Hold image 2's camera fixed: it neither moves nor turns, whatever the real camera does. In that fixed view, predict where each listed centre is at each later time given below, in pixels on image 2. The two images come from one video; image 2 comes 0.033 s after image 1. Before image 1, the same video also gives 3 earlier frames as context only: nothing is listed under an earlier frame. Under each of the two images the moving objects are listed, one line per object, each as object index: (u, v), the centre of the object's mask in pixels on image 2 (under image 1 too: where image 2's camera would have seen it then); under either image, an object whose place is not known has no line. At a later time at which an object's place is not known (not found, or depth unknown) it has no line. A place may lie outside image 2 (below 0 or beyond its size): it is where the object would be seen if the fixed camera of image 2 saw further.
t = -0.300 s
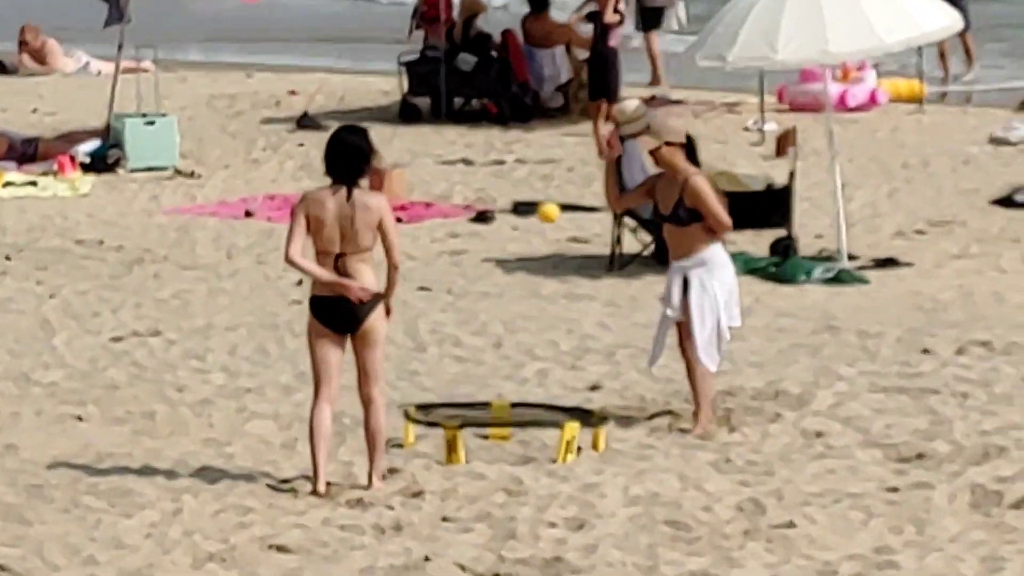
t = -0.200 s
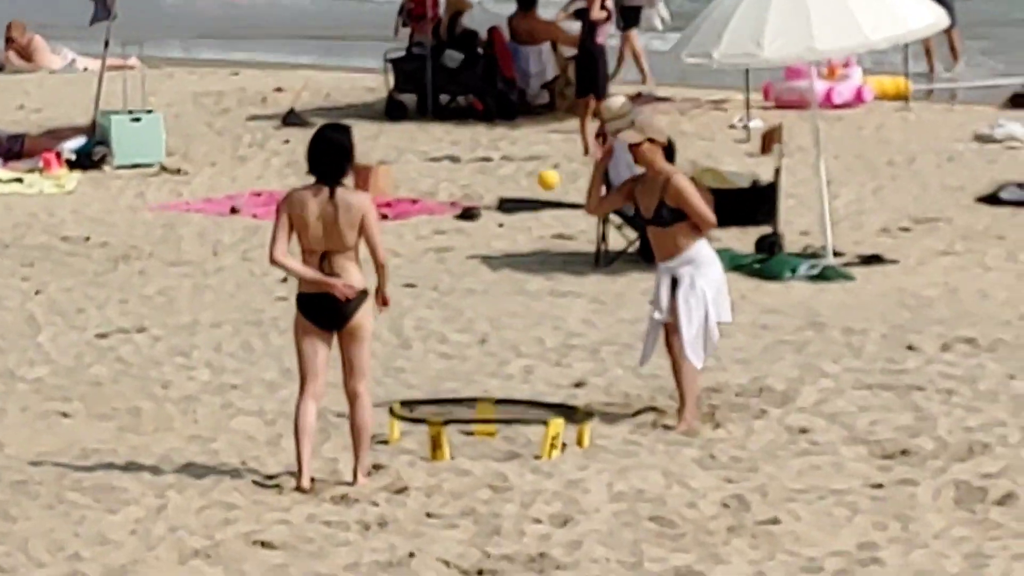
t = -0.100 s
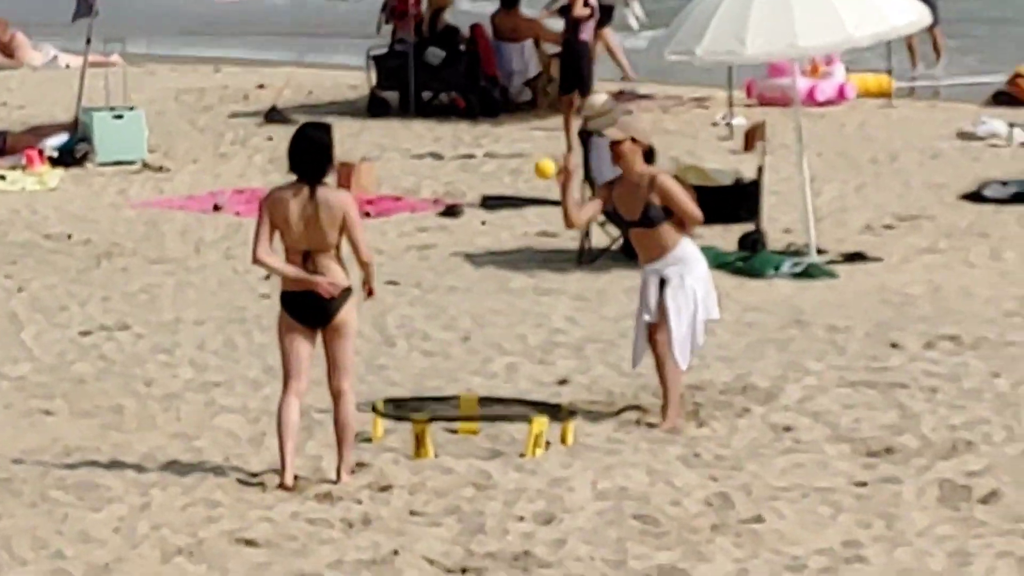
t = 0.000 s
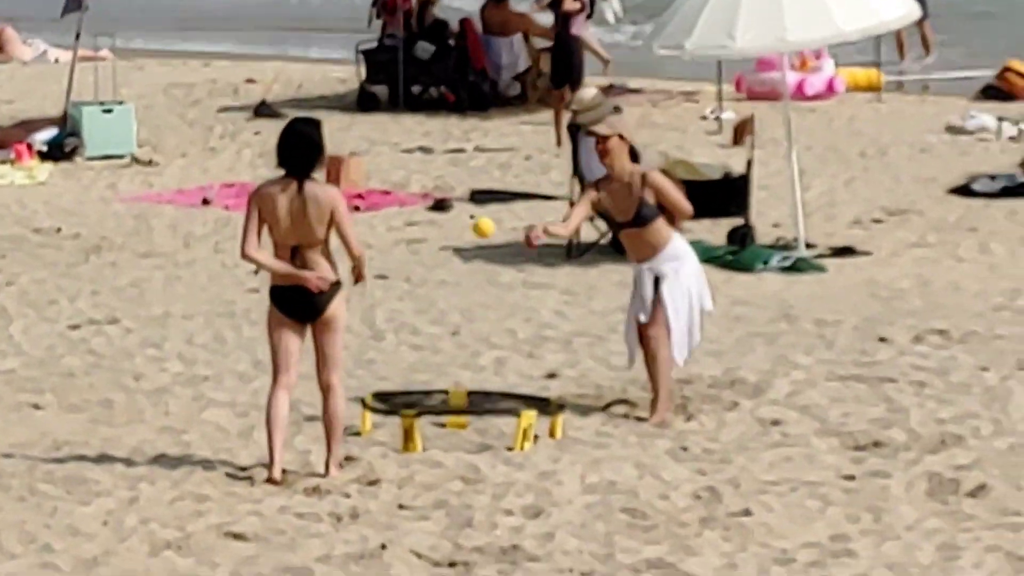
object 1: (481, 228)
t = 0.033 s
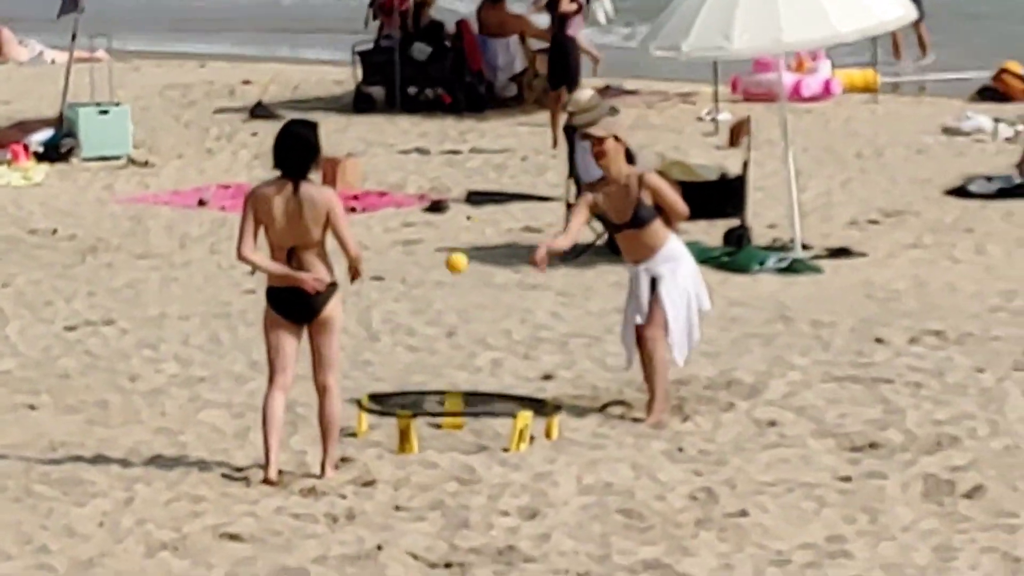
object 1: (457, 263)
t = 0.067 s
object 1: (433, 300)
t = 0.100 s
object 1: (411, 339)
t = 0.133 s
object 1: (388, 383)
